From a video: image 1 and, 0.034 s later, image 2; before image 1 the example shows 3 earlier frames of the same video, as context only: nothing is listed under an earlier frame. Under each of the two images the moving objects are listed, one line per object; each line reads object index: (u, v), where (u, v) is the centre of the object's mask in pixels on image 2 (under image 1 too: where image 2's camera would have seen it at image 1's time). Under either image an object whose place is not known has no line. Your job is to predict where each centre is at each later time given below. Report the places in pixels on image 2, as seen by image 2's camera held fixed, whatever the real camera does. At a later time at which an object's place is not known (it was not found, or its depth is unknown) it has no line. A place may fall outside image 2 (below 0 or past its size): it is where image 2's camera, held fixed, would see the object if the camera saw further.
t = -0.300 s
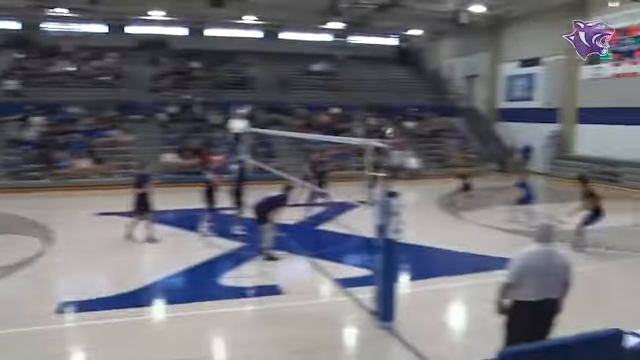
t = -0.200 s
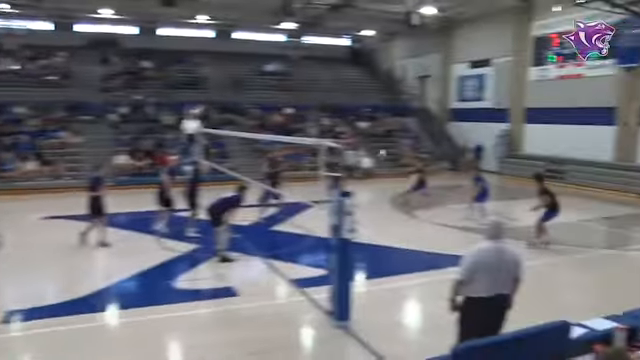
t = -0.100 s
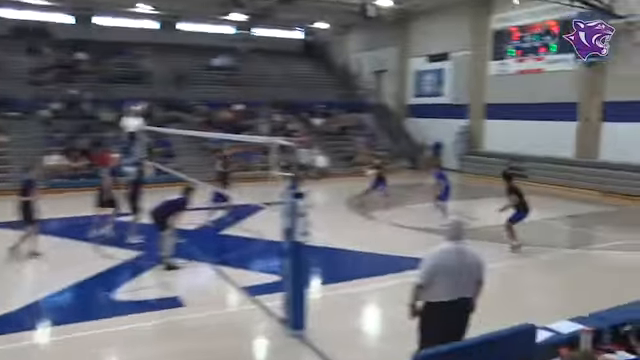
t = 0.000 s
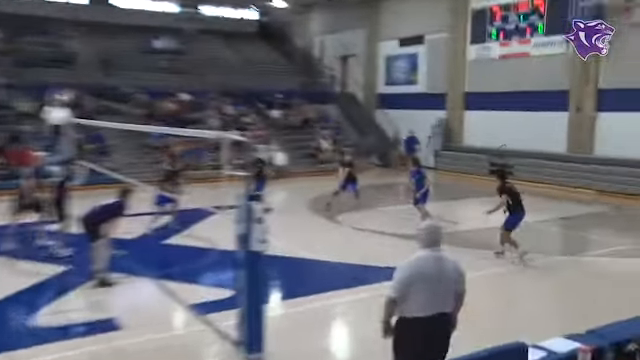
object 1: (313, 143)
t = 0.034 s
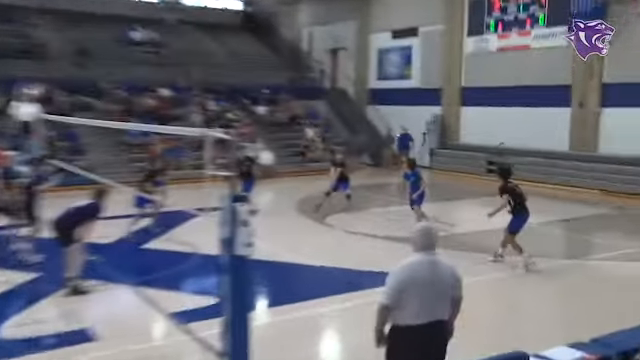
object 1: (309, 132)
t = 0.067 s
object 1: (304, 123)
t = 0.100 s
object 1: (300, 115)
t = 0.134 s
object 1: (294, 103)
